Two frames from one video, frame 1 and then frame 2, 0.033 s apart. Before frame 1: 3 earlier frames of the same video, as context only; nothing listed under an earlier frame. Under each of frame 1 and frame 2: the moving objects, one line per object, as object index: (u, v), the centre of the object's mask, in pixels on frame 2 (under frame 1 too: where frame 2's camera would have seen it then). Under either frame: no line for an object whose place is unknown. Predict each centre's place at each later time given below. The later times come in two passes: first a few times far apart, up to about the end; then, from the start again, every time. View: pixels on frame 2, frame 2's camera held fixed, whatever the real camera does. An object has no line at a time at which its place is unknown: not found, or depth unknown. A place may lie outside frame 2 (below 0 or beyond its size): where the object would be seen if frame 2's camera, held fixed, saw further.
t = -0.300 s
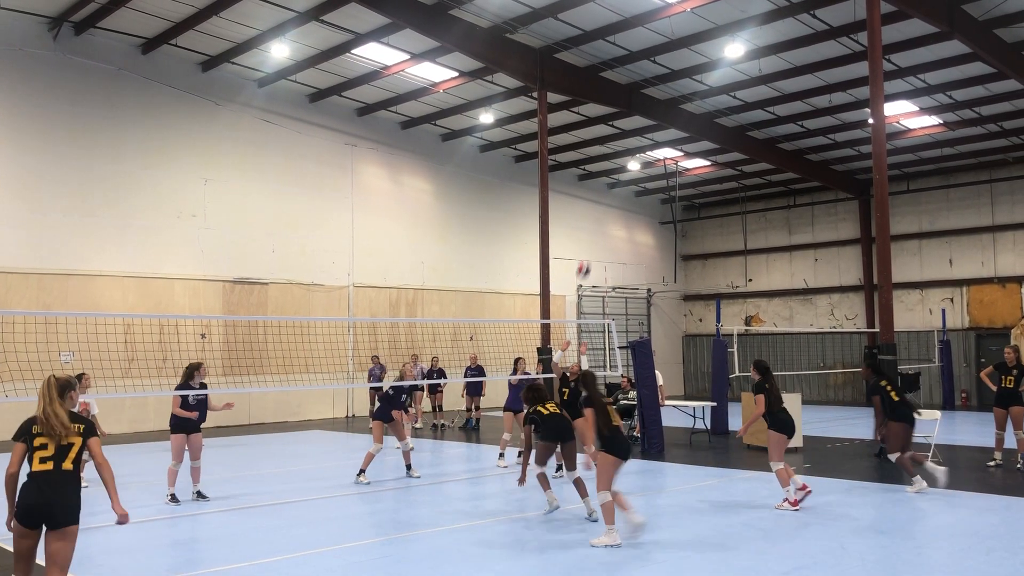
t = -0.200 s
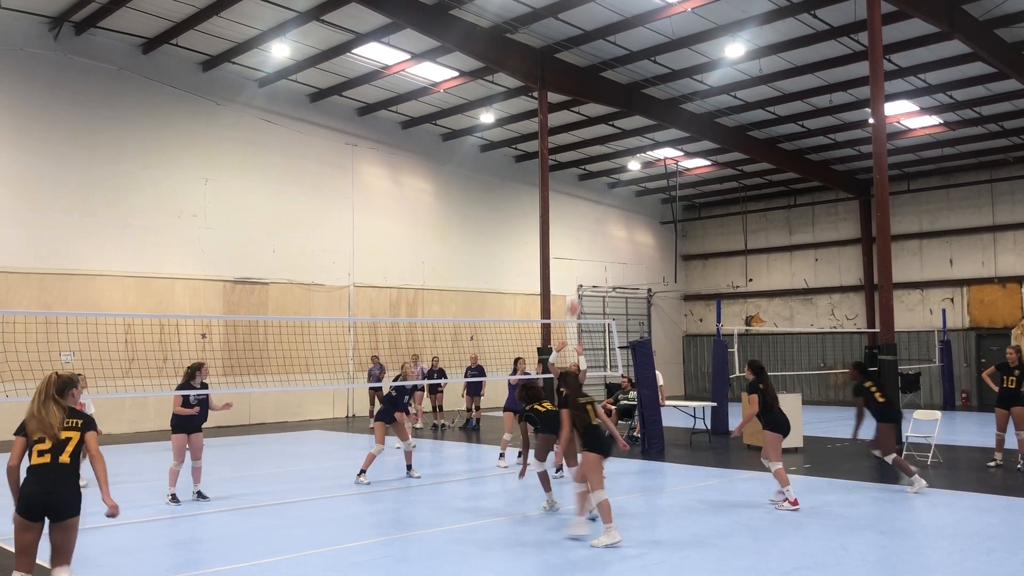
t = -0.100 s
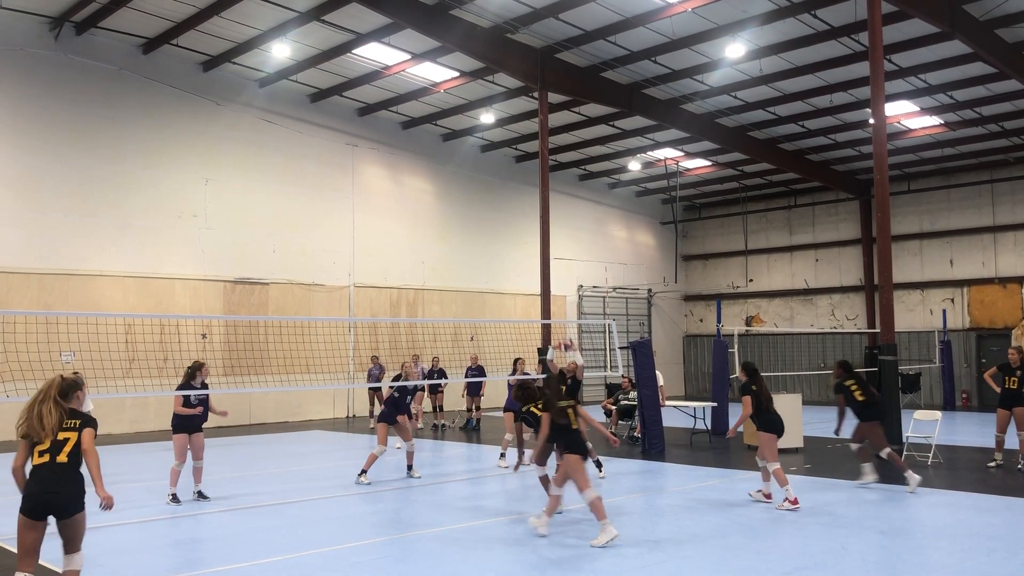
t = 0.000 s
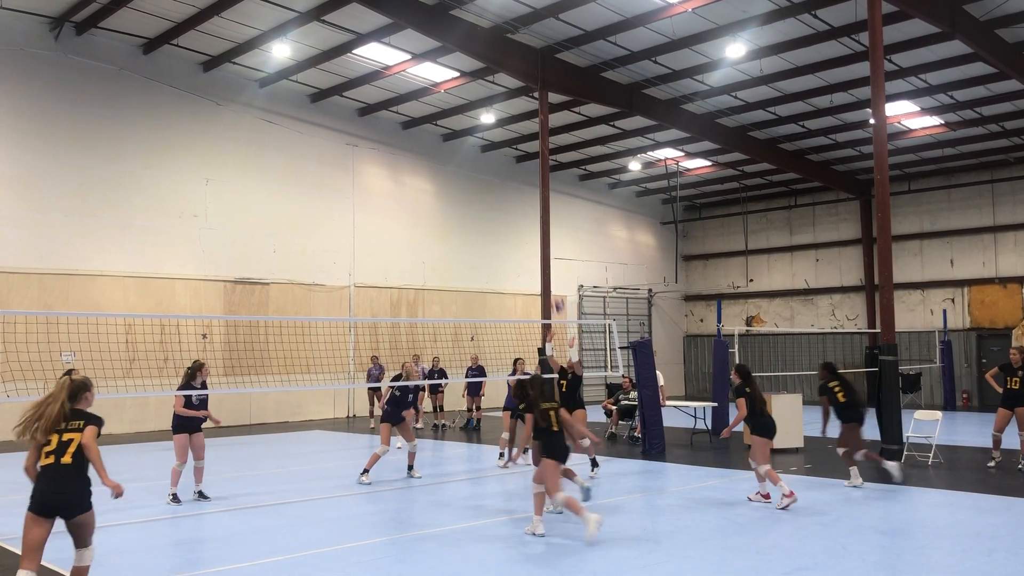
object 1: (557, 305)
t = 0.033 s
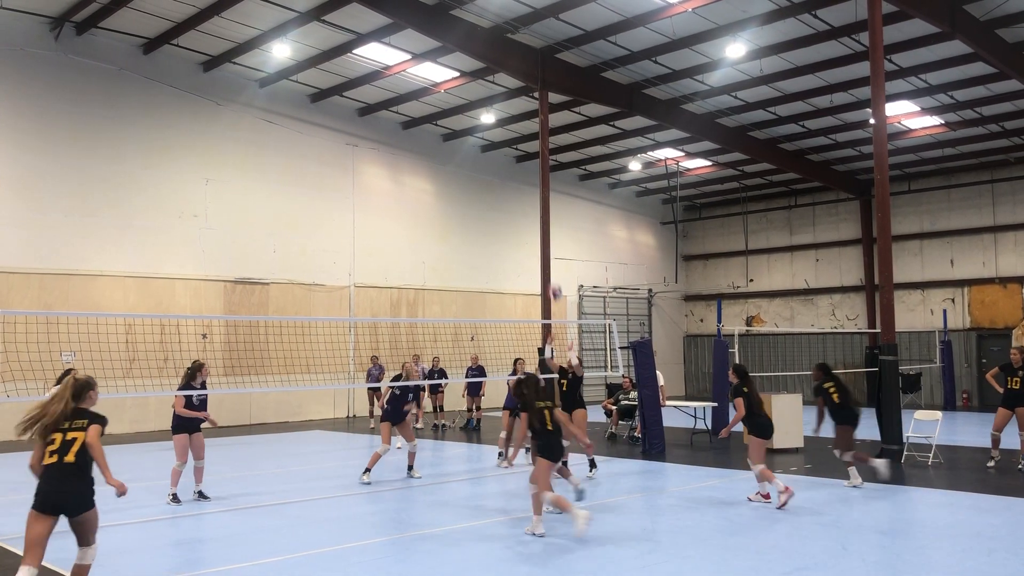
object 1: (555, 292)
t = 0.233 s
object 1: (537, 235)
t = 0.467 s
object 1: (516, 203)
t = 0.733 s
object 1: (493, 213)
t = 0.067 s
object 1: (552, 280)
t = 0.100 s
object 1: (549, 270)
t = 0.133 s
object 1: (546, 260)
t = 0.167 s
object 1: (543, 251)
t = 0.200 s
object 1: (540, 242)
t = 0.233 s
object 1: (537, 235)
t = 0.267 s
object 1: (534, 228)
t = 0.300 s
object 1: (531, 222)
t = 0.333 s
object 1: (528, 216)
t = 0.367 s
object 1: (525, 212)
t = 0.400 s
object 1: (522, 208)
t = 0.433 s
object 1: (519, 205)
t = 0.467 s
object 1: (516, 203)
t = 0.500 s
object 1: (513, 201)
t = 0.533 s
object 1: (511, 201)
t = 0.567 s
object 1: (508, 201)
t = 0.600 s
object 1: (505, 202)
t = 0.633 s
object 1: (502, 203)
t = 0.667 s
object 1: (499, 206)
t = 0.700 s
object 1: (496, 209)
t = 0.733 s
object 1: (493, 213)
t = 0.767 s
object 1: (490, 218)
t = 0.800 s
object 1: (487, 224)
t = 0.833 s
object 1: (484, 230)
